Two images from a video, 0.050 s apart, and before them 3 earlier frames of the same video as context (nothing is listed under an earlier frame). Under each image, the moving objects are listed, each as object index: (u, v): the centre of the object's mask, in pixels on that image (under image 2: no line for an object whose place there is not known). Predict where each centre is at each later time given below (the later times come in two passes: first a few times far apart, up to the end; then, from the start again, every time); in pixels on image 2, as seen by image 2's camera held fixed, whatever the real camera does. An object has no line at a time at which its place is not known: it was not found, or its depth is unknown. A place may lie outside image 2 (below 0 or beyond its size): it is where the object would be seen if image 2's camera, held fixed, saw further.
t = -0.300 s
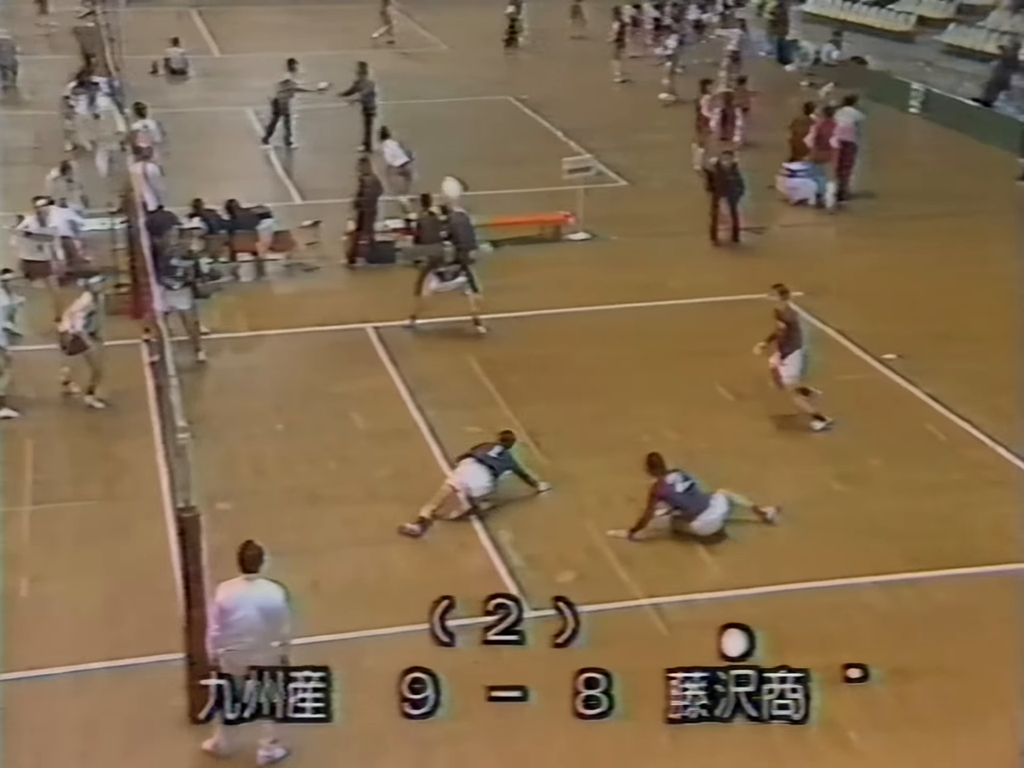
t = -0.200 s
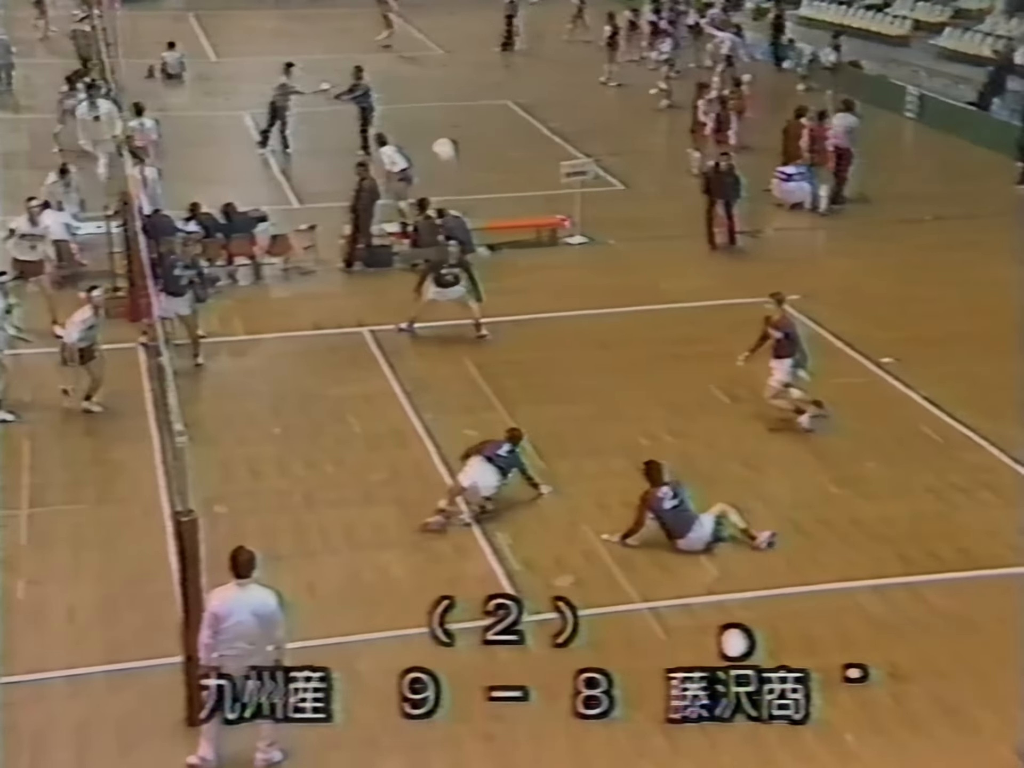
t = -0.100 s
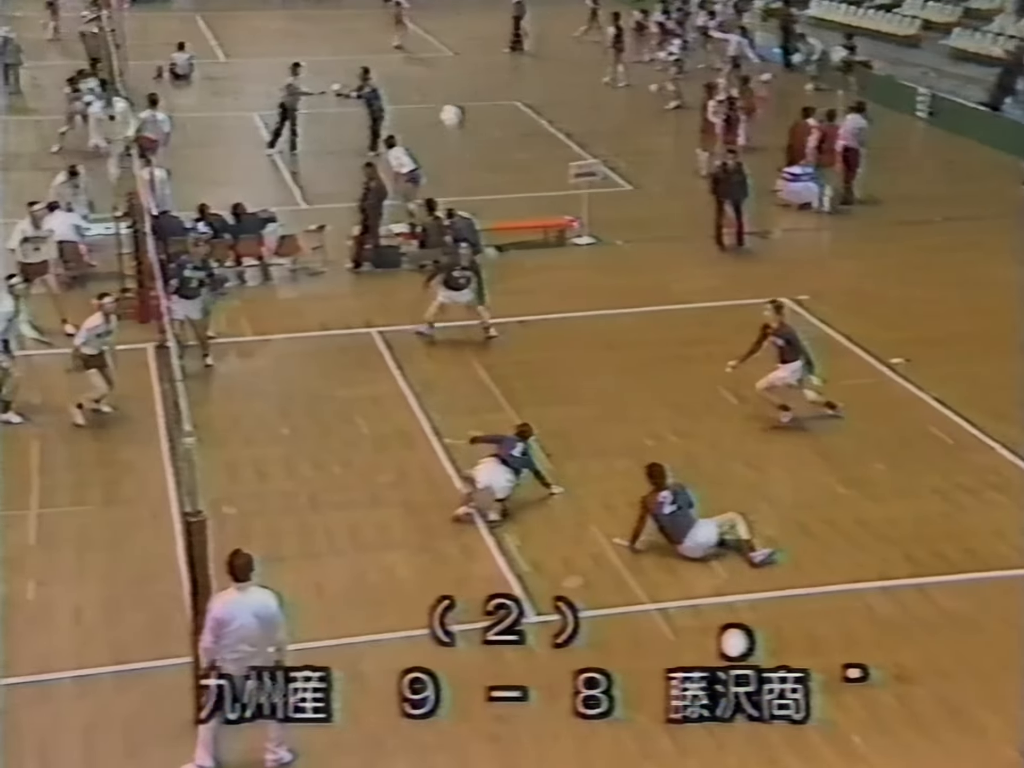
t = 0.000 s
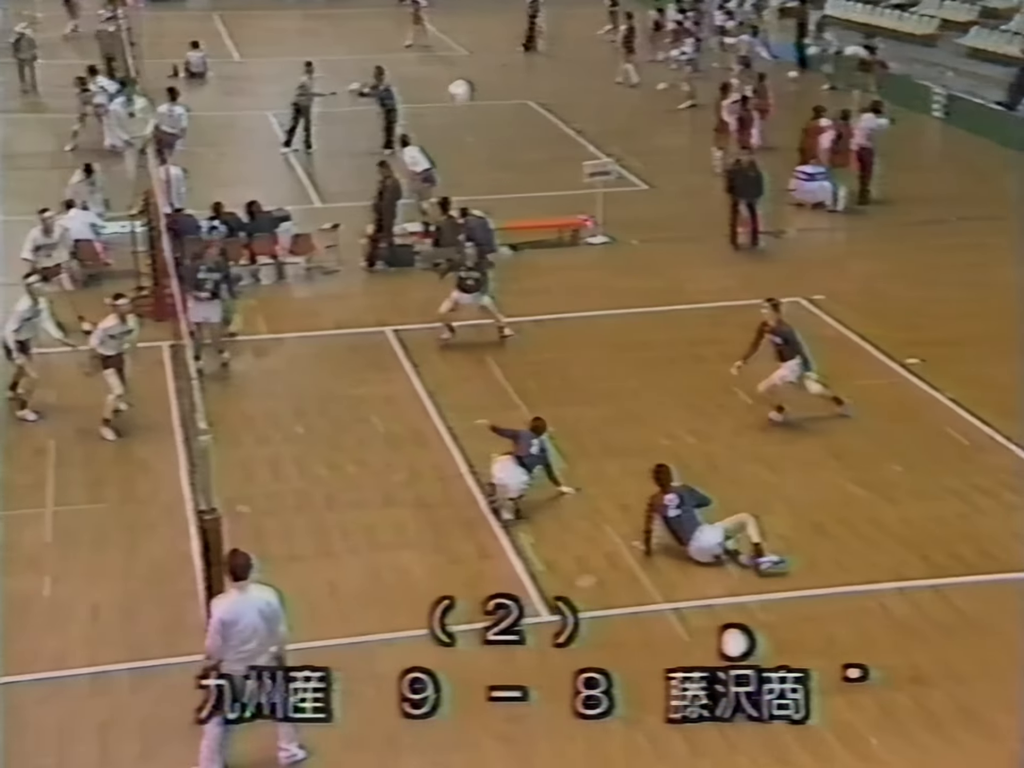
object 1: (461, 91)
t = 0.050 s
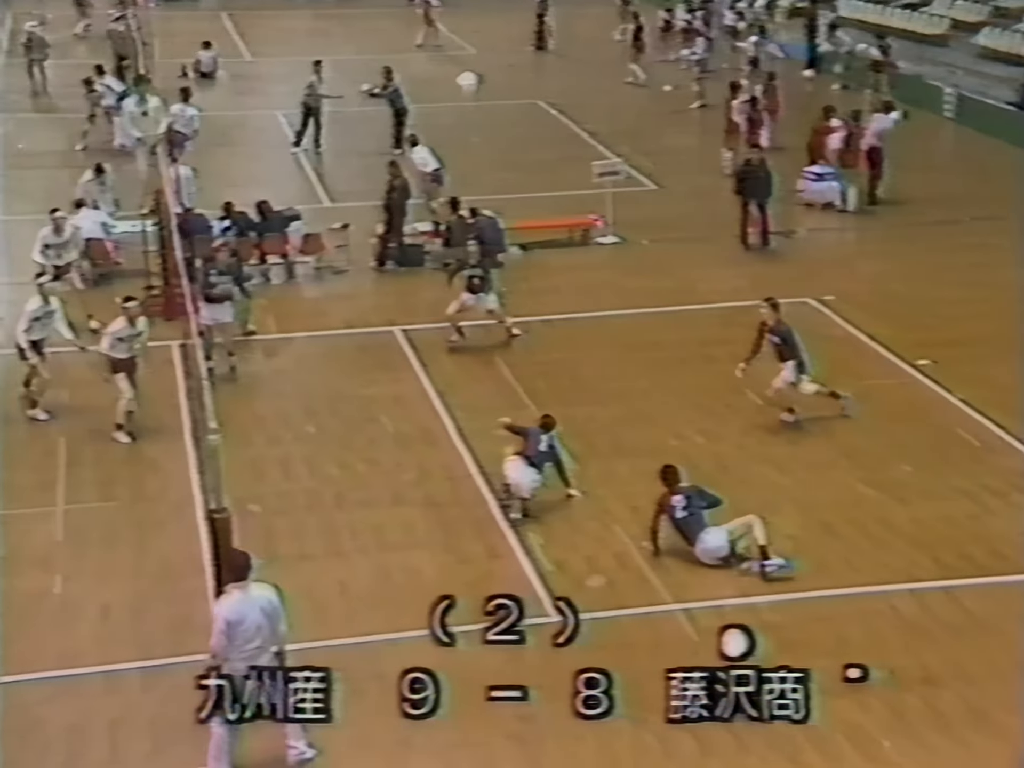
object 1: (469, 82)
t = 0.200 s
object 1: (461, 70)
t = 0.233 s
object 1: (460, 70)
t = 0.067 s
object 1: (466, 79)
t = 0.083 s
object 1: (469, 76)
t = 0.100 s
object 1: (468, 75)
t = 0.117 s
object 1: (469, 72)
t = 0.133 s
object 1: (467, 72)
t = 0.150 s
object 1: (466, 71)
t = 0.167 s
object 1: (463, 71)
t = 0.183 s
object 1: (462, 69)
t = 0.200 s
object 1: (461, 70)
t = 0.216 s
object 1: (460, 70)
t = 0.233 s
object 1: (460, 70)
